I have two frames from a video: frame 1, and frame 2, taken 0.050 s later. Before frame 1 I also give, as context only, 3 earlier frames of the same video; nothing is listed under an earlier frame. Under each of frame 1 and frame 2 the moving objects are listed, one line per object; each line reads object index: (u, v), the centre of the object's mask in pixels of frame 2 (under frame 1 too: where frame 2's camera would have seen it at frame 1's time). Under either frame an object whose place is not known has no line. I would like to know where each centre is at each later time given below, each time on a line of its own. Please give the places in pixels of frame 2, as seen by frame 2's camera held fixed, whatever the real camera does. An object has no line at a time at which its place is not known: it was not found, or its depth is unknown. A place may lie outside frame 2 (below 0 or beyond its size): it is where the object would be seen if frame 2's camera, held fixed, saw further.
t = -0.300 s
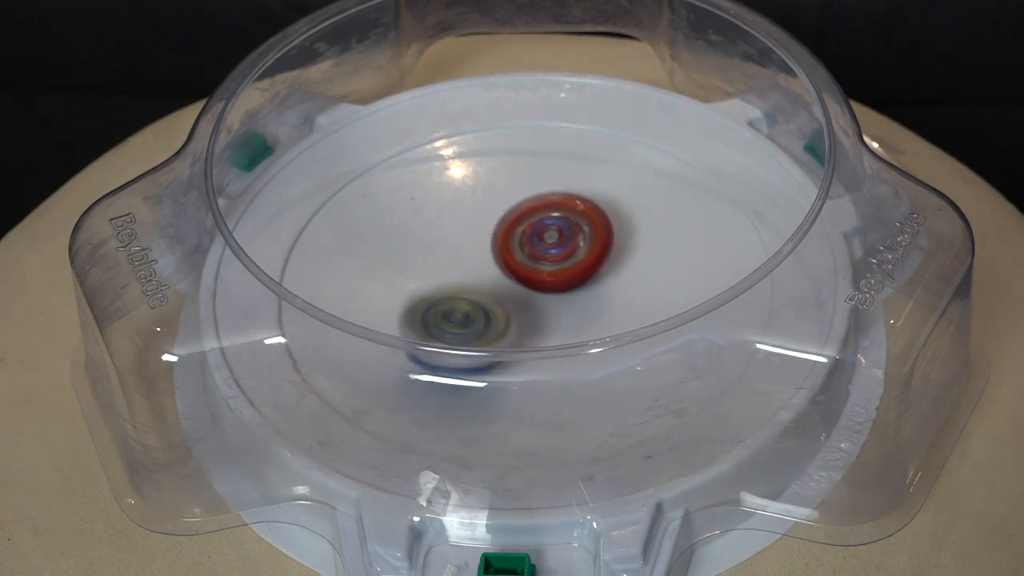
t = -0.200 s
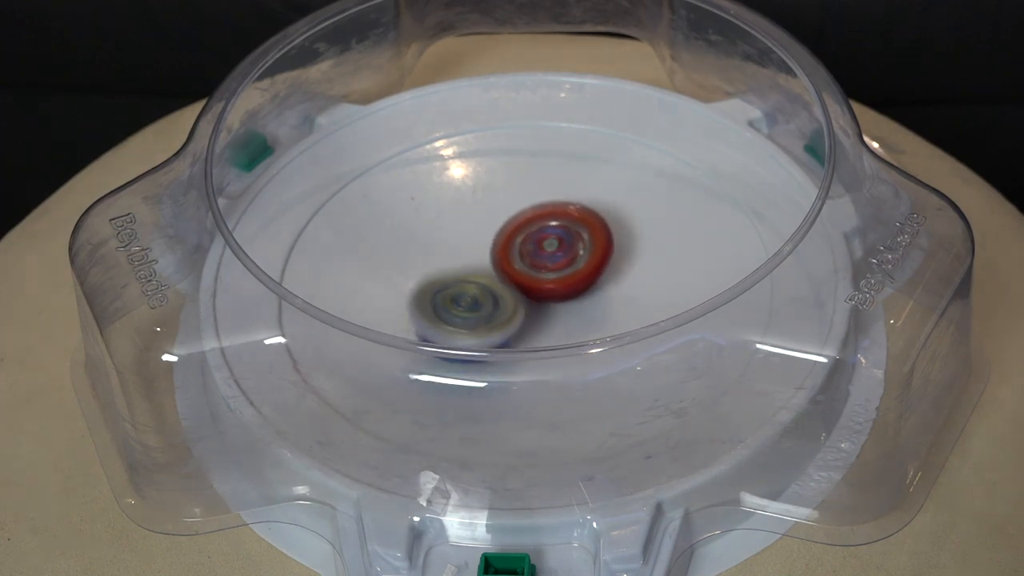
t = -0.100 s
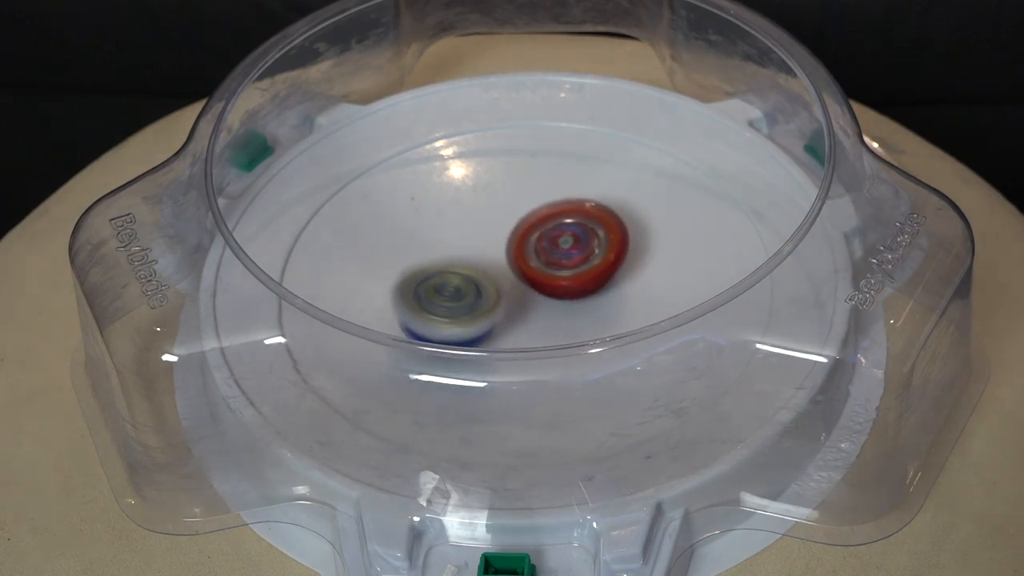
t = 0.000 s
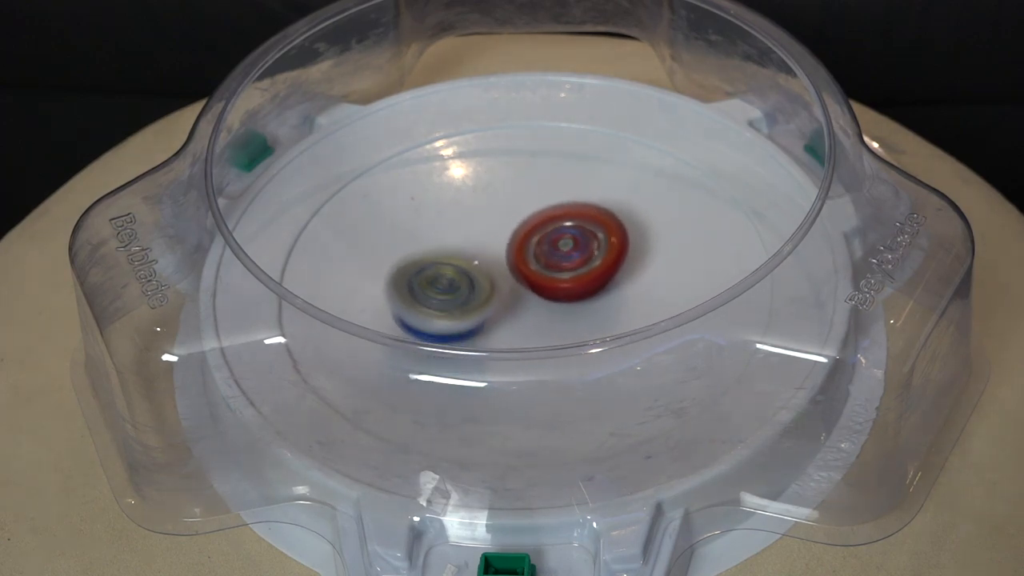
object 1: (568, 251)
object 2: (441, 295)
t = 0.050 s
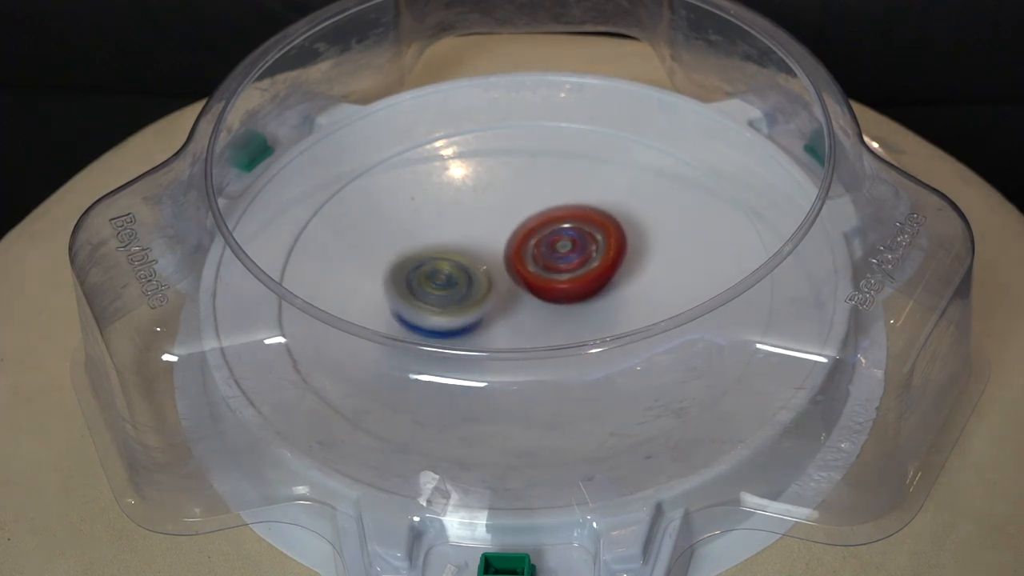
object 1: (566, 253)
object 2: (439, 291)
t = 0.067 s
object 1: (565, 253)
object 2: (438, 290)
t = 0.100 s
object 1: (564, 255)
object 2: (437, 284)
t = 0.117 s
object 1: (563, 256)
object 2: (437, 282)
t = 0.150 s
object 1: (561, 258)
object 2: (437, 278)
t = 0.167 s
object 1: (560, 259)
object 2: (437, 276)
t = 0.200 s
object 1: (566, 261)
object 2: (432, 272)
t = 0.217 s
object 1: (568, 261)
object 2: (430, 269)
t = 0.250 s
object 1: (571, 262)
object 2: (427, 265)
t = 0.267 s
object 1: (571, 263)
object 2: (426, 262)
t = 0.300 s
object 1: (572, 265)
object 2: (427, 259)
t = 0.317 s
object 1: (571, 266)
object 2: (426, 257)
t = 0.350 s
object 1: (571, 268)
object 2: (429, 254)
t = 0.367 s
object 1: (570, 269)
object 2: (430, 253)
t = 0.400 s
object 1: (568, 271)
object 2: (434, 252)
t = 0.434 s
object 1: (566, 273)
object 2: (439, 250)
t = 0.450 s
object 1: (566, 274)
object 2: (440, 249)
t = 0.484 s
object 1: (563, 276)
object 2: (446, 247)
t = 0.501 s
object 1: (562, 276)
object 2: (447, 245)
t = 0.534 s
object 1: (565, 280)
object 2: (447, 240)
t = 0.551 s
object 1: (568, 282)
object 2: (445, 236)
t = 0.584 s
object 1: (572, 285)
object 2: (443, 230)
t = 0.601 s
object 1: (572, 286)
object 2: (443, 228)
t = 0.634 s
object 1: (572, 288)
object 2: (443, 225)
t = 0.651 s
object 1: (572, 290)
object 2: (444, 223)
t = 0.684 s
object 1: (571, 291)
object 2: (446, 221)
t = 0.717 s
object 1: (569, 293)
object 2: (449, 220)
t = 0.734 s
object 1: (568, 293)
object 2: (451, 220)
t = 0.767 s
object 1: (565, 294)
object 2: (456, 219)
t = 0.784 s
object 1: (564, 295)
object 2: (459, 219)
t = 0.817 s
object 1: (561, 296)
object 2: (465, 218)
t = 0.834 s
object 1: (559, 296)
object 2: (470, 219)
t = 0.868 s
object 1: (556, 297)
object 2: (478, 219)
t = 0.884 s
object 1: (554, 298)
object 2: (483, 219)
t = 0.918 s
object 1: (550, 298)
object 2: (491, 220)
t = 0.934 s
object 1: (548, 299)
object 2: (495, 220)
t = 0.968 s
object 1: (545, 299)
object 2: (505, 220)
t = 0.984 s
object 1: (543, 300)
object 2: (508, 219)
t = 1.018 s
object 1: (540, 301)
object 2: (516, 216)
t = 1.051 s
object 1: (537, 302)
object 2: (524, 215)
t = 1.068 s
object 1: (535, 302)
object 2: (525, 213)
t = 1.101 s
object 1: (532, 302)
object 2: (533, 211)
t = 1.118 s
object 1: (530, 302)
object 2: (536, 211)
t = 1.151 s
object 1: (526, 301)
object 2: (542, 209)
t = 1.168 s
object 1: (524, 301)
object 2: (546, 209)
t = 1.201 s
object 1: (521, 299)
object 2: (551, 209)
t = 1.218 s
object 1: (519, 299)
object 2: (556, 209)
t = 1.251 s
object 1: (516, 297)
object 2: (560, 210)
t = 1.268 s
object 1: (515, 296)
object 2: (562, 209)
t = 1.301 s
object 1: (511, 295)
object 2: (566, 211)
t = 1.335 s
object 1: (508, 293)
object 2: (569, 212)
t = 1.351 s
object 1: (506, 292)
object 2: (571, 212)
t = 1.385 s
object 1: (503, 290)
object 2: (574, 215)
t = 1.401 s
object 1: (501, 289)
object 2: (574, 215)
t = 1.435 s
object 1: (499, 287)
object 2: (577, 217)
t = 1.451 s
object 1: (497, 286)
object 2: (578, 219)
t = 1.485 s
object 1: (494, 284)
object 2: (580, 220)
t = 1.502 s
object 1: (491, 284)
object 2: (583, 221)
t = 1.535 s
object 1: (487, 283)
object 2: (588, 223)
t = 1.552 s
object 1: (485, 282)
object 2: (591, 224)
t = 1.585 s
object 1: (482, 280)
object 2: (594, 227)
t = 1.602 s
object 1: (482, 279)
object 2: (595, 228)
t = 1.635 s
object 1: (480, 277)
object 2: (596, 231)
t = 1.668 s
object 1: (478, 275)
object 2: (597, 235)
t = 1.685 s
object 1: (477, 273)
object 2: (596, 238)
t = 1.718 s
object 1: (476, 270)
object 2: (596, 241)
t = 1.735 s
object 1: (476, 269)
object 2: (595, 244)
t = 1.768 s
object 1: (467, 266)
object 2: (604, 248)
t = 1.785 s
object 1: (456, 265)
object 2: (614, 248)
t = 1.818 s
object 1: (433, 263)
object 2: (632, 249)
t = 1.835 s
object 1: (427, 262)
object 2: (637, 249)
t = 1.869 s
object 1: (417, 260)
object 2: (648, 251)
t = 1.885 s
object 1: (415, 260)
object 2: (653, 251)
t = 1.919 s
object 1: (411, 259)
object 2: (658, 253)
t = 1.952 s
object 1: (410, 257)
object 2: (660, 255)
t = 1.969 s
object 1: (410, 257)
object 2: (661, 256)
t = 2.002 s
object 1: (412, 255)
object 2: (661, 257)
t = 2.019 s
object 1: (413, 255)
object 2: (659, 258)
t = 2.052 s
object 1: (417, 253)
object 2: (657, 258)
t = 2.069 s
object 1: (419, 253)
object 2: (656, 260)
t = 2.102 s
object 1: (425, 251)
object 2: (650, 262)
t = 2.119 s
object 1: (427, 250)
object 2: (648, 263)
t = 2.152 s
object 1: (433, 248)
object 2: (642, 266)
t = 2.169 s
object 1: (436, 247)
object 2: (638, 267)
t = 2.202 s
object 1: (442, 245)
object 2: (631, 270)
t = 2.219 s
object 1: (445, 244)
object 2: (627, 271)
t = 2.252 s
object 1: (452, 242)
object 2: (618, 276)
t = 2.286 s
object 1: (459, 240)
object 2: (606, 280)
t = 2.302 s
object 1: (462, 239)
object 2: (601, 282)
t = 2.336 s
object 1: (470, 237)
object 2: (590, 286)
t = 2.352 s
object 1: (474, 237)
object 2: (583, 288)
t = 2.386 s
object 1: (480, 235)
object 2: (573, 291)
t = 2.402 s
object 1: (480, 231)
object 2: (574, 297)
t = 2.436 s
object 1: (478, 223)
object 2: (573, 305)
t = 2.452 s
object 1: (478, 220)
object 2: (572, 308)
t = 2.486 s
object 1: (481, 216)
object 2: (571, 312)
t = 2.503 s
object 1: (483, 215)
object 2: (569, 315)
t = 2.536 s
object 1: (488, 212)
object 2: (566, 332)
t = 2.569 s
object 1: (493, 210)
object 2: (563, 339)
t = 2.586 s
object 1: (496, 210)
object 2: (562, 343)
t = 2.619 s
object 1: (502, 209)
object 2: (559, 345)
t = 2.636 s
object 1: (505, 209)
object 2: (558, 346)
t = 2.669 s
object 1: (510, 209)
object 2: (557, 358)
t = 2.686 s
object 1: (514, 209)
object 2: (551, 359)
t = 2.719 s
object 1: (521, 210)
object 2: (546, 360)
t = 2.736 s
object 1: (524, 210)
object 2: (544, 360)
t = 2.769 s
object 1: (530, 211)
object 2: (538, 360)
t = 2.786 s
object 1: (533, 212)
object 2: (532, 348)
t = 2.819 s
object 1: (540, 213)
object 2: (527, 348)
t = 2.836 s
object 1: (543, 215)
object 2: (525, 347)
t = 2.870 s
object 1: (549, 217)
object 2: (517, 341)
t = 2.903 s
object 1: (555, 219)
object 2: (509, 334)
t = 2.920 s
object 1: (558, 220)
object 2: (505, 332)
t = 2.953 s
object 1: (563, 222)
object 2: (500, 320)
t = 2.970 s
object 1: (566, 223)
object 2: (496, 317)
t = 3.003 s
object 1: (571, 226)
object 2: (489, 314)
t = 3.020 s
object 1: (573, 227)
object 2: (485, 311)
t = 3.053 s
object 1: (578, 231)
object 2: (478, 307)
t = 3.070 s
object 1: (580, 233)
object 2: (474, 303)
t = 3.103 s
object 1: (583, 236)
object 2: (466, 296)
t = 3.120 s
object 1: (585, 238)
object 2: (462, 293)
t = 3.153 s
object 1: (588, 242)
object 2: (455, 286)
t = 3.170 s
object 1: (589, 244)
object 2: (451, 282)
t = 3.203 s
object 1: (591, 248)
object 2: (445, 276)
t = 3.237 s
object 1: (592, 252)
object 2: (439, 269)
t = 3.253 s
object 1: (593, 254)
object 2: (436, 266)
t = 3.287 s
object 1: (594, 258)
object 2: (431, 259)
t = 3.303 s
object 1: (594, 261)
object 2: (428, 256)
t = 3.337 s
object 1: (594, 265)
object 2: (424, 251)
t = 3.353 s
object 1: (594, 267)
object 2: (423, 248)
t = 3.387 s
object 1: (593, 271)
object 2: (420, 244)
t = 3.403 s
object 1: (593, 273)
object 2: (418, 243)
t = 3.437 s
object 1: (590, 277)
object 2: (417, 238)
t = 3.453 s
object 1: (589, 279)
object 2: (419, 236)
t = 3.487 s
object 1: (586, 283)
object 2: (420, 233)
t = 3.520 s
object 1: (584, 287)
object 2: (422, 231)
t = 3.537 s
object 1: (582, 289)
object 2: (425, 228)
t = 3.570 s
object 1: (577, 292)
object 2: (430, 226)
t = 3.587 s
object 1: (576, 294)
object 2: (434, 225)
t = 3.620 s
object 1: (571, 296)
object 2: (441, 224)
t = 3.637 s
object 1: (569, 298)
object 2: (445, 223)
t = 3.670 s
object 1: (564, 300)
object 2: (453, 223)
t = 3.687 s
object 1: (561, 301)
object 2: (458, 222)
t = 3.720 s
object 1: (556, 304)
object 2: (468, 222)
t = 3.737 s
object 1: (553, 304)
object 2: (473, 222)
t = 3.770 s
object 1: (548, 306)
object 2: (484, 221)
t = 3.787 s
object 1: (545, 307)
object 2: (490, 221)
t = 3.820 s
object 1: (539, 308)
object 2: (501, 220)
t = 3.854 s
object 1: (533, 309)
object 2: (513, 220)
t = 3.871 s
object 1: (530, 309)
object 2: (518, 219)
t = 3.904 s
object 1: (524, 309)
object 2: (529, 219)
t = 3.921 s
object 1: (521, 309)
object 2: (534, 218)
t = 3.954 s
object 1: (514, 309)
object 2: (544, 218)
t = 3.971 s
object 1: (512, 309)
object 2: (549, 218)
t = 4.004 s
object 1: (505, 309)
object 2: (560, 217)
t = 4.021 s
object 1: (502, 308)
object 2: (565, 216)
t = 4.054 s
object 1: (496, 307)
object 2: (573, 215)
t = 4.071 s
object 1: (493, 306)
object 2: (578, 215)
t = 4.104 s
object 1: (487, 304)
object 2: (586, 214)
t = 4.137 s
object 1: (481, 303)
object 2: (593, 213)
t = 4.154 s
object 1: (479, 301)
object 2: (595, 214)
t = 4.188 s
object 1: (475, 298)
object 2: (602, 214)
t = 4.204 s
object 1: (473, 297)
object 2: (605, 215)
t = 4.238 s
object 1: (469, 294)
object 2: (610, 217)
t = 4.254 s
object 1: (467, 292)
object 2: (610, 218)
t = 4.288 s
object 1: (464, 289)
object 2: (613, 221)
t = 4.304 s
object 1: (463, 287)
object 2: (613, 222)
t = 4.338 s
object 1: (461, 283)
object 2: (613, 226)
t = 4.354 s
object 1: (460, 282)
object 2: (613, 229)
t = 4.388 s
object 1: (459, 278)
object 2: (612, 234)
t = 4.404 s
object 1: (459, 276)
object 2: (611, 237)
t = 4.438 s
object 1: (458, 272)
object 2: (608, 243)
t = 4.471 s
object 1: (458, 268)
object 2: (604, 249)
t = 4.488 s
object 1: (458, 266)
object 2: (603, 252)
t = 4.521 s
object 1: (460, 263)
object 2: (599, 259)
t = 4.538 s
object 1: (460, 261)
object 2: (597, 263)
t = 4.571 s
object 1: (462, 257)
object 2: (593, 270)
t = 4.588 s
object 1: (464, 255)
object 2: (591, 272)
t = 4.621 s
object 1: (466, 251)
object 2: (587, 278)
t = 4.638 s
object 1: (468, 249)
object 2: (583, 282)
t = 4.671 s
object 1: (471, 246)
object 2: (577, 288)
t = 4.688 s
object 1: (472, 244)
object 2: (574, 291)
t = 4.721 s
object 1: (476, 240)
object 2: (569, 297)
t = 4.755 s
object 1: (480, 237)
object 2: (564, 302)
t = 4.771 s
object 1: (482, 236)
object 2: (563, 304)
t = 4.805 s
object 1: (487, 234)
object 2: (559, 308)
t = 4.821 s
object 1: (490, 233)
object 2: (555, 309)
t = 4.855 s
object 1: (496, 231)
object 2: (548, 312)
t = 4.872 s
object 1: (498, 229)
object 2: (547, 314)
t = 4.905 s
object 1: (504, 228)
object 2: (541, 316)
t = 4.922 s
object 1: (507, 227)
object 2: (538, 317)
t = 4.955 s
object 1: (513, 226)
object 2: (530, 318)
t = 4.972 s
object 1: (516, 225)
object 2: (528, 319)
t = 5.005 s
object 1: (521, 224)
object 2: (523, 320)
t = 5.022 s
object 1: (524, 224)
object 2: (517, 320)
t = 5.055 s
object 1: (529, 223)
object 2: (512, 320)
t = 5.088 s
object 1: (535, 223)
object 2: (507, 319)
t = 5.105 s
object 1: (538, 223)
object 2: (503, 318)
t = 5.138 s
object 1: (543, 223)
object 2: (497, 317)
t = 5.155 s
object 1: (545, 223)
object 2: (494, 316)
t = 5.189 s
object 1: (551, 223)
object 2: (489, 314)
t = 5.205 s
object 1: (553, 223)
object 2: (487, 313)
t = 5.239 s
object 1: (558, 224)
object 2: (483, 310)
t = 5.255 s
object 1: (561, 224)
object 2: (482, 307)
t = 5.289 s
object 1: (566, 225)
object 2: (477, 304)
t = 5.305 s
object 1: (568, 226)
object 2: (474, 303)
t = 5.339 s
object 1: (573, 227)
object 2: (471, 297)
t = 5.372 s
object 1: (577, 229)
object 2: (467, 291)
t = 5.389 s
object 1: (579, 230)
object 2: (466, 288)
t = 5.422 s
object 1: (582, 233)
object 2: (465, 283)
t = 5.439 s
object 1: (584, 235)
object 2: (462, 280)
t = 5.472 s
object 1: (586, 238)
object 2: (459, 274)
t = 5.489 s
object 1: (588, 239)
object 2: (458, 272)
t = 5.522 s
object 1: (590, 243)
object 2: (457, 266)
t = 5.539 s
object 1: (591, 245)
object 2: (458, 263)
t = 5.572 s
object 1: (592, 248)
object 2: (458, 259)
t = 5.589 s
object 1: (592, 251)
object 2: (459, 256)
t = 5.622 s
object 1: (593, 255)
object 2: (460, 251)
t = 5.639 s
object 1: (593, 257)
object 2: (460, 248)
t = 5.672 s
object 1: (593, 261)
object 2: (462, 244)
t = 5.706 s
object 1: (592, 265)
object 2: (465, 239)
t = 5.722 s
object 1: (591, 267)
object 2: (468, 238)
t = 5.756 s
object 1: (590, 271)
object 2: (469, 233)
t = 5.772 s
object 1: (589, 273)
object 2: (471, 231)
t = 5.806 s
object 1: (587, 277)
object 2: (475, 227)
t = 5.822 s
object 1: (585, 279)
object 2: (476, 226)
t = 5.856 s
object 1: (582, 283)
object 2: (481, 224)
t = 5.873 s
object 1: (581, 285)
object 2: (484, 222)
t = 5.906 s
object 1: (577, 289)
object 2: (488, 220)
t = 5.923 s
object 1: (575, 290)
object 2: (491, 219)
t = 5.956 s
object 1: (570, 294)
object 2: (497, 219)
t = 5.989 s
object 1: (566, 297)
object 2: (506, 218)
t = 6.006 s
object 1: (563, 298)
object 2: (508, 218)
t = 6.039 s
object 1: (558, 300)
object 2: (514, 218)
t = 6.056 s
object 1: (556, 301)
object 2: (517, 218)
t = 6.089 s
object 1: (549, 303)
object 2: (525, 219)
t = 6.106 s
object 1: (546, 304)
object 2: (529, 220)
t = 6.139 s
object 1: (540, 305)
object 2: (536, 220)
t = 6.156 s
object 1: (537, 305)
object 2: (539, 220)
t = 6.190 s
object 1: (530, 306)
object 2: (546, 222)
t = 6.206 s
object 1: (526, 308)
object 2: (550, 222)
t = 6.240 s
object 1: (519, 311)
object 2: (560, 219)
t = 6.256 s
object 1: (515, 311)
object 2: (563, 217)
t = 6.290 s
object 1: (509, 312)
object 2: (569, 215)
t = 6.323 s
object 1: (503, 312)
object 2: (575, 215)
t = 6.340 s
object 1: (500, 312)
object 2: (578, 214)
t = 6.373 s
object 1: (494, 311)
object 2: (581, 214)
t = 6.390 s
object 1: (491, 311)
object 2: (582, 214)
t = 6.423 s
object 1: (486, 310)
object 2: (585, 216)
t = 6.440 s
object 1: (483, 309)
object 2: (585, 217)
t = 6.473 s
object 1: (479, 307)
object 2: (586, 219)
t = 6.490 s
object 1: (477, 306)
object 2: (585, 221)
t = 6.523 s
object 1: (473, 303)
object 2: (585, 226)
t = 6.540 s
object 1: (471, 302)
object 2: (585, 227)
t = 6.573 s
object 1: (467, 298)
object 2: (583, 231)
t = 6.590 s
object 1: (466, 296)
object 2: (582, 235)
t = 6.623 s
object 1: (463, 292)
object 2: (581, 241)
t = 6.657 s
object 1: (461, 287)
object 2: (580, 247)
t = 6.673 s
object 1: (460, 285)
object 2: (578, 249)
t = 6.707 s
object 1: (459, 281)
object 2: (575, 256)
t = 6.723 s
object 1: (456, 278)
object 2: (579, 259)
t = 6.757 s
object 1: (451, 275)
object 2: (584, 262)
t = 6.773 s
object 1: (449, 273)
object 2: (584, 263)
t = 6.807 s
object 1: (449, 269)
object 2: (586, 268)
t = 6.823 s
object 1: (449, 267)
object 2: (588, 269)
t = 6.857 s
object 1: (450, 262)
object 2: (588, 271)
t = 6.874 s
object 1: (451, 260)
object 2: (588, 274)
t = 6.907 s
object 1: (452, 255)
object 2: (589, 278)
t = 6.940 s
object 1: (455, 250)
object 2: (587, 281)
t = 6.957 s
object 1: (457, 248)
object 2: (586, 283)
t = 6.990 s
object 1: (461, 243)
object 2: (584, 286)
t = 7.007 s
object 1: (462, 241)
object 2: (582, 288)
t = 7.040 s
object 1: (467, 238)
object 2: (579, 291)
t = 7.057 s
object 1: (470, 235)
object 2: (576, 293)
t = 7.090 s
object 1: (475, 232)
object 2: (572, 295)
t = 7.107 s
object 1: (477, 231)
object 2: (569, 296)
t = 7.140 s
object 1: (483, 228)
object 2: (563, 299)
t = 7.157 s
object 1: (486, 226)
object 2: (561, 301)
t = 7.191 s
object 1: (491, 223)
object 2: (555, 300)
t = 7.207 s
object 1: (494, 222)
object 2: (552, 301)
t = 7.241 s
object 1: (501, 220)
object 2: (545, 303)
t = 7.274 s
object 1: (507, 215)
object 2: (537, 305)
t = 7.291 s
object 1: (509, 205)
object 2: (535, 313)
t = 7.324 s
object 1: (513, 190)
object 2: (532, 331)
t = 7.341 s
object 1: (516, 185)
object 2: (528, 337)
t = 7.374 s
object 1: (521, 179)
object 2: (523, 347)
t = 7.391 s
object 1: (523, 177)
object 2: (522, 349)
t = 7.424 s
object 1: (527, 176)
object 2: (518, 348)
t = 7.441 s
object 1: (530, 176)
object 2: (516, 362)
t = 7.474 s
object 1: (535, 176)
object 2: (514, 362)
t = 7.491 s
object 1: (537, 178)
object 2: (510, 362)
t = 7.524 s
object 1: (543, 180)
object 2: (507, 361)
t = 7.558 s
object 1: (548, 182)
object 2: (500, 362)
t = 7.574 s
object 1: (550, 183)
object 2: (498, 362)
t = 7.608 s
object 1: (555, 186)
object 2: (494, 362)
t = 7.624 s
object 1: (558, 188)
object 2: (490, 362)
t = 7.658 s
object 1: (562, 192)
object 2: (490, 349)
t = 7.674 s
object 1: (563, 195)
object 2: (487, 349)
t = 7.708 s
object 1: (567, 200)
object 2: (486, 345)
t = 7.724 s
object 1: (570, 202)
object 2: (485, 339)
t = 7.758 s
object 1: (573, 207)
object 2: (482, 333)
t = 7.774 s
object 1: (574, 210)
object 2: (482, 330)
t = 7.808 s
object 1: (577, 216)
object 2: (476, 317)
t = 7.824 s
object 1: (578, 219)
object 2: (479, 317)
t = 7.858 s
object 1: (579, 225)
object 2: (478, 312)
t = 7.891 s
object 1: (580, 232)
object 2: (479, 308)
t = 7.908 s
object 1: (581, 235)
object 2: (480, 304)
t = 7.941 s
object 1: (581, 243)
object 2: (482, 297)
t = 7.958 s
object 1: (585, 245)
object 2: (477, 293)
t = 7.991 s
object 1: (598, 245)
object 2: (460, 291)
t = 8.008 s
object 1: (602, 245)
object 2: (454, 289)
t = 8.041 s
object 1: (606, 247)
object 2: (446, 283)
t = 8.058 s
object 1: (606, 249)
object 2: (444, 281)
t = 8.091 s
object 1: (603, 254)
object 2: (441, 274)
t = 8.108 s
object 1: (600, 257)
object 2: (441, 272)
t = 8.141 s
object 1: (596, 263)
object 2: (441, 265)
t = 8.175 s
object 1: (592, 268)
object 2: (445, 259)
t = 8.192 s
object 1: (589, 271)
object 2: (444, 256)
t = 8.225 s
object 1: (582, 276)
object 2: (449, 251)
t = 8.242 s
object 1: (579, 278)
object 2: (450, 248)
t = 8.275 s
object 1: (571, 283)
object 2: (455, 244)
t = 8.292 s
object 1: (568, 285)
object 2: (458, 241)
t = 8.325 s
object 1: (561, 289)
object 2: (465, 237)
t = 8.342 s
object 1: (556, 291)
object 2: (468, 235)
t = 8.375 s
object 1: (550, 296)
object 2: (474, 229)
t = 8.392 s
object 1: (546, 298)
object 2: (476, 226)
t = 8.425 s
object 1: (538, 302)
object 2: (483, 220)
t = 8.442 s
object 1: (534, 303)
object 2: (486, 218)
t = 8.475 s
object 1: (525, 304)
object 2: (494, 215)
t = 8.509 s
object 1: (517, 304)
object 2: (500, 212)
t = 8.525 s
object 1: (511, 305)
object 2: (506, 211)
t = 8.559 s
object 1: (503, 305)
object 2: (512, 209)
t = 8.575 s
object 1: (499, 305)
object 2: (517, 209)
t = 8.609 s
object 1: (491, 303)
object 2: (525, 209)
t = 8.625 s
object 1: (487, 302)
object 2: (530, 210)
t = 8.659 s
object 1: (478, 300)
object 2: (536, 210)
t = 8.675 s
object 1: (475, 298)
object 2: (541, 213)
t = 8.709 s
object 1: (469, 295)
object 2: (548, 214)
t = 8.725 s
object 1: (466, 294)
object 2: (552, 218)
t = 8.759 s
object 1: (460, 289)
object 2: (558, 220)
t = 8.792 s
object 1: (456, 285)
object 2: (564, 224)
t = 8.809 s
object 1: (454, 283)
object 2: (566, 227)
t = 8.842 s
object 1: (451, 278)
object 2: (572, 231)
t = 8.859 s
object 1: (451, 276)
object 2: (572, 235)
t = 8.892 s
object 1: (448, 270)
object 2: (577, 241)
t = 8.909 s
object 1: (447, 268)
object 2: (577, 244)
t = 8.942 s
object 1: (448, 262)
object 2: (580, 250)
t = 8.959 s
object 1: (448, 260)
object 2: (579, 254)
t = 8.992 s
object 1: (449, 254)
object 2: (580, 259)
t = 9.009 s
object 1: (450, 252)
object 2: (578, 264)
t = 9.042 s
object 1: (452, 246)
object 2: (577, 270)
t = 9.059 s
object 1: (453, 244)
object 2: (575, 274)
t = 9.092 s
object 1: (456, 239)
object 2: (572, 279)
